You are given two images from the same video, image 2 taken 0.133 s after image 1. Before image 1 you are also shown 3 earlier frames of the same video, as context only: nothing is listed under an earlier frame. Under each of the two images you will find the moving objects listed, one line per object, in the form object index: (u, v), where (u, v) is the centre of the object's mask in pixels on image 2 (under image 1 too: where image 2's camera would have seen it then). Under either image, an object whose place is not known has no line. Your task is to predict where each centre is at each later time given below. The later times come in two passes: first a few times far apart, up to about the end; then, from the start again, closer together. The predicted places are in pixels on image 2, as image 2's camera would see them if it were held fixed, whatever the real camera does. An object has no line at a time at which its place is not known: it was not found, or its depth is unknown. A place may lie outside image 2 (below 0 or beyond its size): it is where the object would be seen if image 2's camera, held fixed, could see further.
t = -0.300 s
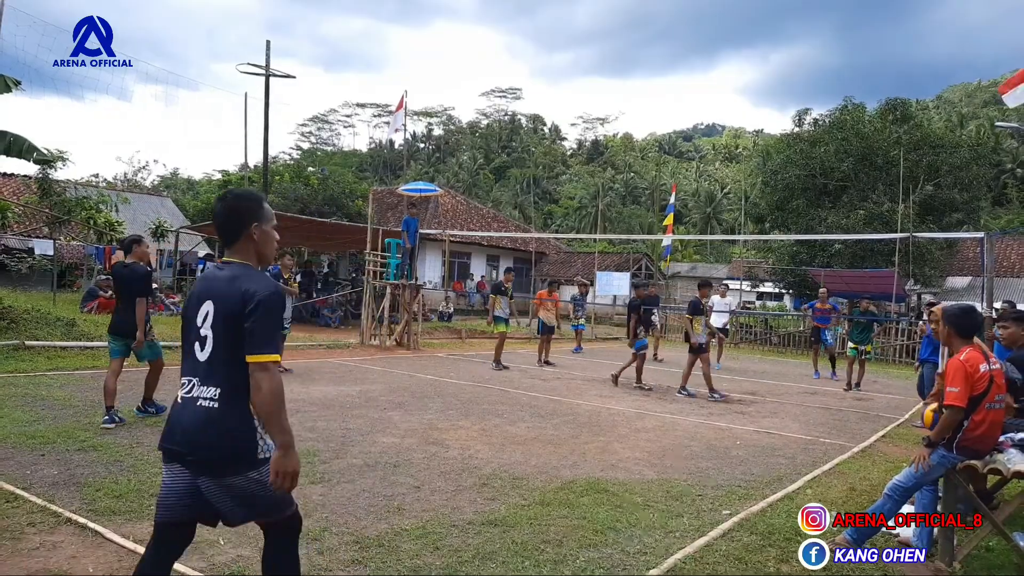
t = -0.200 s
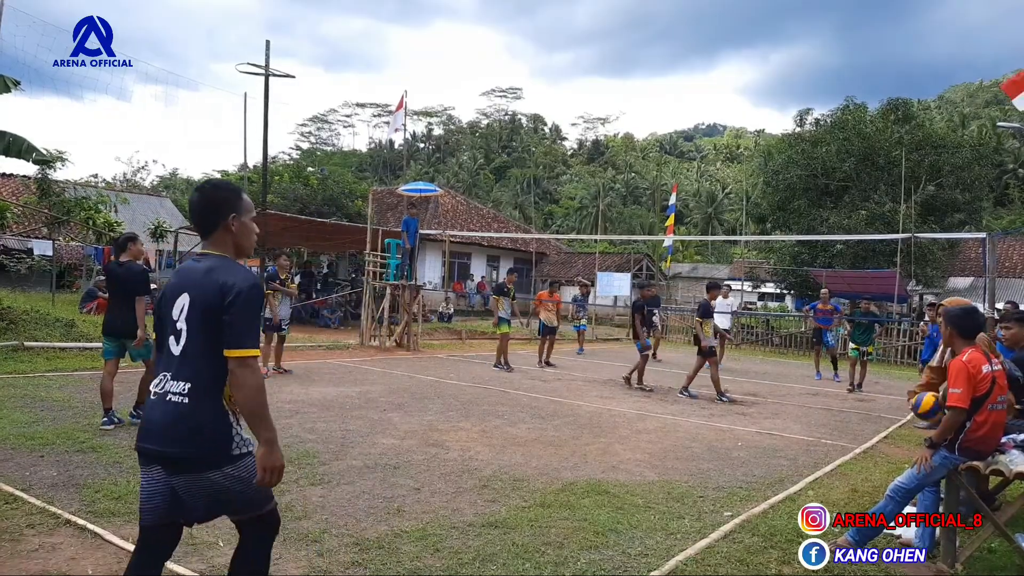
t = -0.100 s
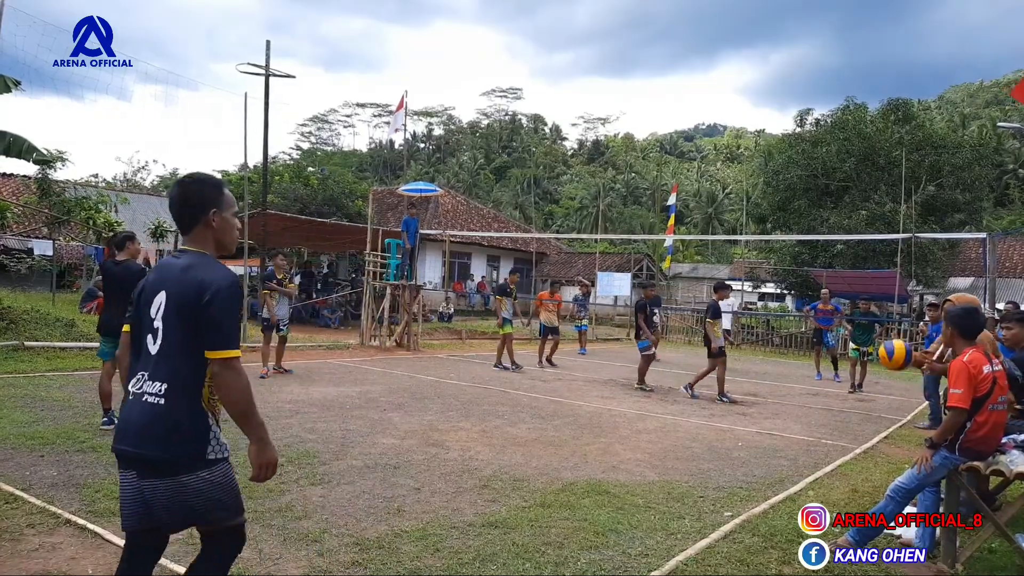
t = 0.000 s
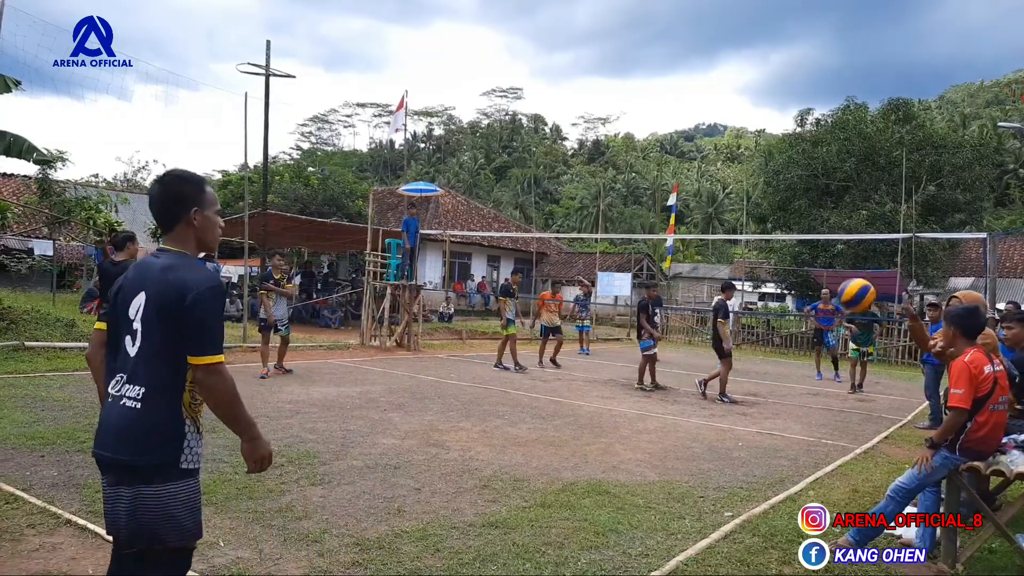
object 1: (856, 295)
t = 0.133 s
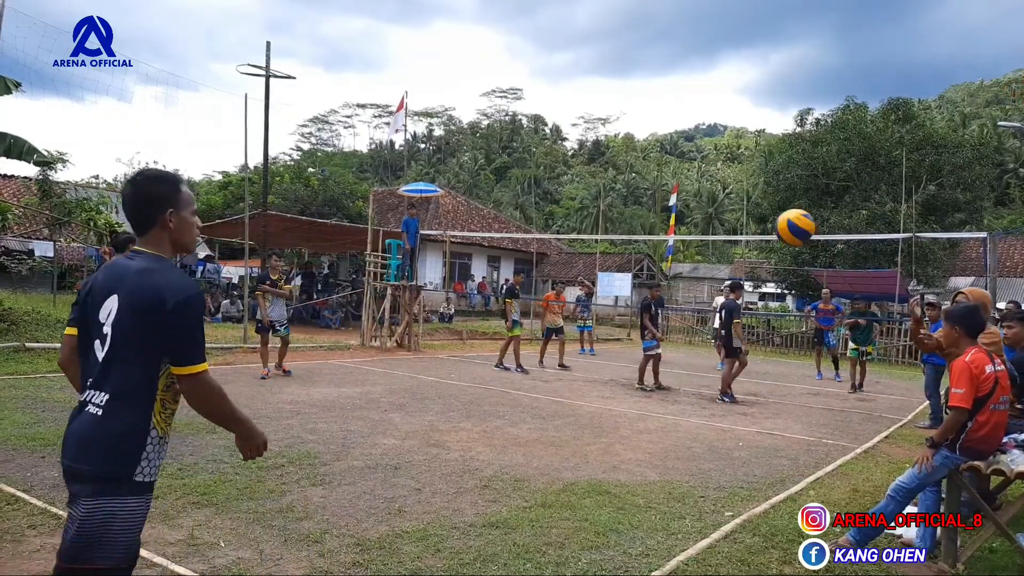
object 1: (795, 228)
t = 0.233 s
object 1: (740, 188)
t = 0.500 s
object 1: (544, 156)
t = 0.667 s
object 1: (362, 217)
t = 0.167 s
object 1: (777, 213)
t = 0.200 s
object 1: (760, 200)
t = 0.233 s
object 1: (740, 188)
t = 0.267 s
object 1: (720, 178)
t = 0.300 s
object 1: (699, 169)
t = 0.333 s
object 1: (677, 162)
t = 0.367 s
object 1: (653, 157)
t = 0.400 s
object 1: (628, 154)
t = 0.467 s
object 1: (574, 152)
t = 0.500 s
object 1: (544, 156)
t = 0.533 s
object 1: (512, 162)
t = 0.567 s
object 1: (478, 171)
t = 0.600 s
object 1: (443, 183)
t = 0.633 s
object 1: (404, 198)
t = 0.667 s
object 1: (362, 217)
